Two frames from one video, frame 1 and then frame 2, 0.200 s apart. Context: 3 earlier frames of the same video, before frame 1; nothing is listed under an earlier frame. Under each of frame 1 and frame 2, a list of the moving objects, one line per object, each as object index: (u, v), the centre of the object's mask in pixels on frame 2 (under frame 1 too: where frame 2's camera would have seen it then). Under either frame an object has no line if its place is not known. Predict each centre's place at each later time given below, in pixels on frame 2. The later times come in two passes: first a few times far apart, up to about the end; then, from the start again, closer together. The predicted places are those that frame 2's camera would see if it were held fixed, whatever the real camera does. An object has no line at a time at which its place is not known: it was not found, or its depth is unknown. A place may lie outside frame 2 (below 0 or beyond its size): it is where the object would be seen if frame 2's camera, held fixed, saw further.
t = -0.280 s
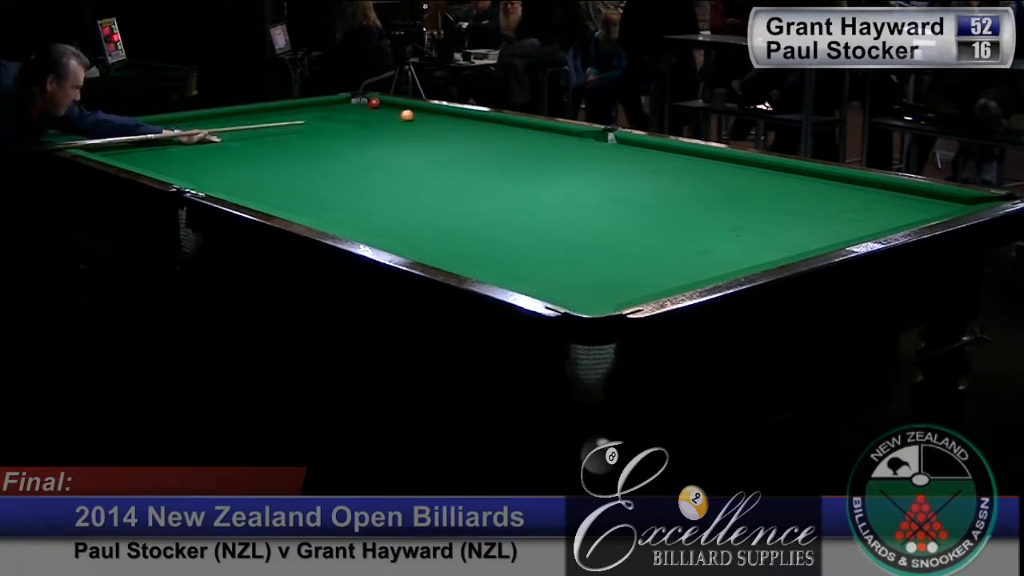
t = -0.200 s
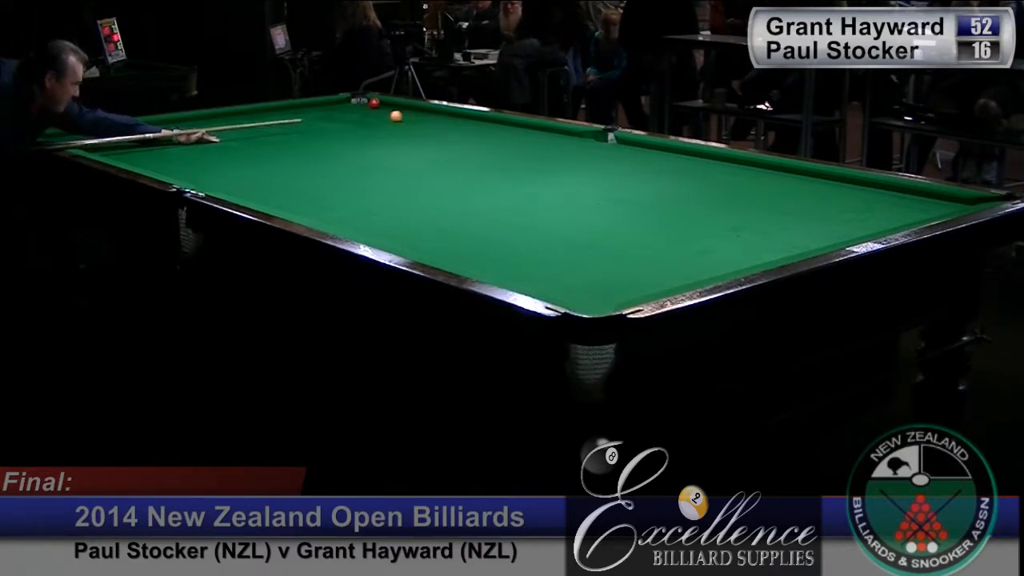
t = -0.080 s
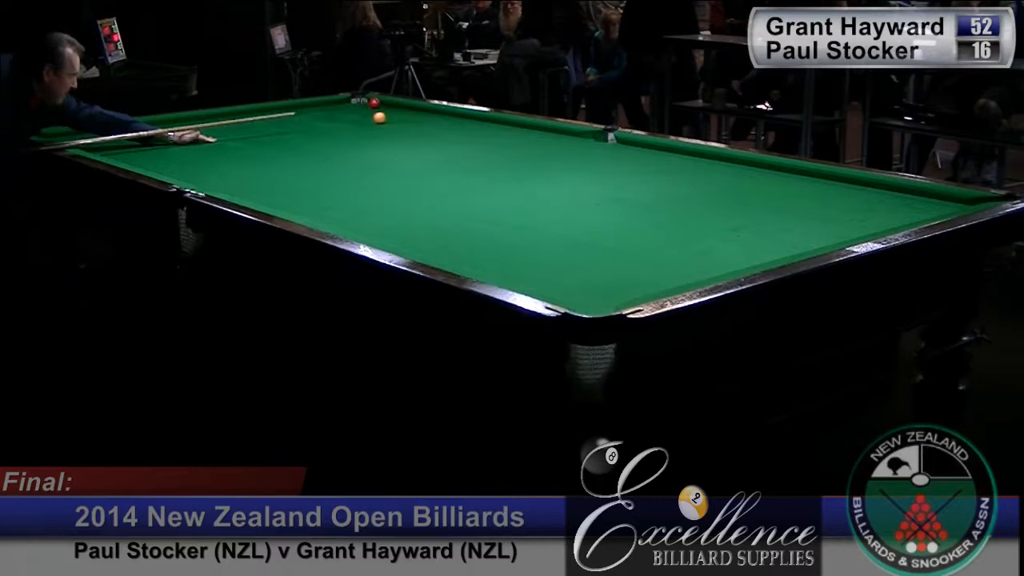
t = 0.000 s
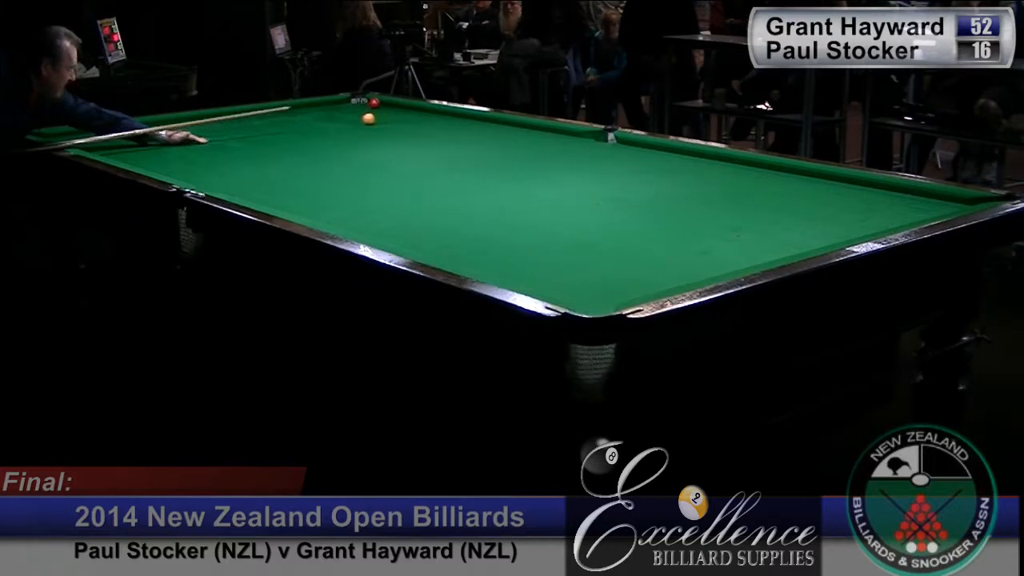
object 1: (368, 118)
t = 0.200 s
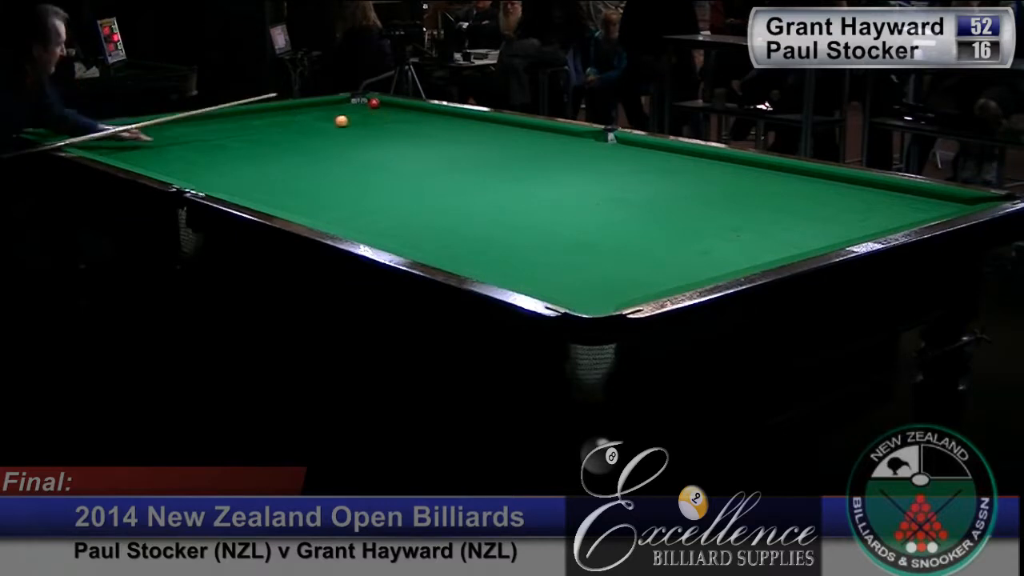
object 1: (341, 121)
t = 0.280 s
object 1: (330, 122)
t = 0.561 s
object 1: (293, 125)
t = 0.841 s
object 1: (258, 129)
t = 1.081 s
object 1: (228, 132)
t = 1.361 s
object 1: (195, 135)
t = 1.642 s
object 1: (164, 138)
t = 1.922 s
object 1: (133, 142)
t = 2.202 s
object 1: (104, 145)
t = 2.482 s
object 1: (77, 146)
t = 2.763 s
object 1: (85, 145)
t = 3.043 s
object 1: (95, 145)
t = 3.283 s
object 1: (103, 143)
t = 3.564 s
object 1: (111, 142)
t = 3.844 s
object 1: (117, 141)
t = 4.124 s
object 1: (121, 140)
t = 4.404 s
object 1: (123, 139)
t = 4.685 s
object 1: (124, 140)
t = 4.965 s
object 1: (124, 139)
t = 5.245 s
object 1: (124, 139)
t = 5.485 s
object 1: (124, 139)
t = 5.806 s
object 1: (124, 139)
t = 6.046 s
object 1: (124, 139)
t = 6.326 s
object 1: (124, 139)
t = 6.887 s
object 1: (124, 139)
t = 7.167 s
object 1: (124, 140)
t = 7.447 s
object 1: (124, 140)
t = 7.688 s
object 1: (124, 140)
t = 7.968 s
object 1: (124, 140)
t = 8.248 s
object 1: (125, 140)
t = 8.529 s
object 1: (124, 139)
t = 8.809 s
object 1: (124, 140)
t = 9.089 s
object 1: (124, 139)
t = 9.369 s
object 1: (124, 140)
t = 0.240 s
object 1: (336, 121)
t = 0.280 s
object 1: (330, 122)
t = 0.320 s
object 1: (325, 122)
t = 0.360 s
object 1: (320, 123)
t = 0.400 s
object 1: (314, 123)
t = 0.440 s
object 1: (309, 124)
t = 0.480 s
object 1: (304, 124)
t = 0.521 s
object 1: (299, 125)
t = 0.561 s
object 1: (293, 125)
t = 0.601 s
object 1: (288, 126)
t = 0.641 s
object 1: (283, 127)
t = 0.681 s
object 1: (278, 127)
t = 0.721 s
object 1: (273, 127)
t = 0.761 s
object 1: (268, 128)
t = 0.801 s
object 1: (263, 128)
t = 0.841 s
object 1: (258, 129)
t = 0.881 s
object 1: (253, 129)
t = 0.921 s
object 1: (248, 130)
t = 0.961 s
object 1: (243, 130)
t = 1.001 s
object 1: (238, 131)
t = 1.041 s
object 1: (233, 131)
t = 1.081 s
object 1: (228, 132)
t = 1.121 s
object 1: (224, 132)
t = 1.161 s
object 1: (219, 133)
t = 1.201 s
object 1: (214, 133)
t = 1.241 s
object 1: (209, 134)
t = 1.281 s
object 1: (204, 134)
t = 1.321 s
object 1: (200, 135)
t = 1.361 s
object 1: (195, 135)
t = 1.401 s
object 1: (190, 136)
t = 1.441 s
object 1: (186, 136)
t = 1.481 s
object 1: (181, 136)
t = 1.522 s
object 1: (177, 137)
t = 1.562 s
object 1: (172, 137)
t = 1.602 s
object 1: (168, 138)
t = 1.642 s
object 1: (164, 138)
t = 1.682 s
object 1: (159, 139)
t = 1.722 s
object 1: (154, 139)
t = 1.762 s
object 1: (150, 140)
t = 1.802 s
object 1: (146, 140)
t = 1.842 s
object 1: (141, 141)
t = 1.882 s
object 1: (137, 141)
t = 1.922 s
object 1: (133, 142)
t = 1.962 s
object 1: (129, 142)
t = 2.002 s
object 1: (124, 143)
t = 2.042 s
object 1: (120, 143)
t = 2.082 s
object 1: (116, 144)
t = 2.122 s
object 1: (112, 144)
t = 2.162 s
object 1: (108, 145)
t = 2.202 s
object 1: (104, 145)
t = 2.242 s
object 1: (100, 145)
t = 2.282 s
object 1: (96, 146)
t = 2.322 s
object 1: (92, 146)
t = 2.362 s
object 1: (89, 146)
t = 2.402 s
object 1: (85, 146)
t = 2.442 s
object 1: (81, 146)
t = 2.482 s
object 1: (77, 146)
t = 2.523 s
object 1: (75, 146)
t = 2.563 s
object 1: (77, 146)
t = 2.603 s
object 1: (78, 146)
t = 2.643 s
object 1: (80, 146)
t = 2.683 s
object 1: (82, 146)
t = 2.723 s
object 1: (83, 146)
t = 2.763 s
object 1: (85, 145)
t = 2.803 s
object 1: (86, 145)
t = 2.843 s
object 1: (87, 145)
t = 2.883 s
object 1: (89, 145)
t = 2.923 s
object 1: (91, 145)
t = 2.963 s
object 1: (93, 145)
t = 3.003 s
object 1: (94, 145)
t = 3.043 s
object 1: (95, 145)
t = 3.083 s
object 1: (97, 144)
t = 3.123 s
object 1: (98, 144)
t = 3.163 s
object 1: (99, 144)
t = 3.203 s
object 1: (100, 144)
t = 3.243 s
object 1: (102, 144)
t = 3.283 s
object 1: (103, 143)
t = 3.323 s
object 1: (104, 143)
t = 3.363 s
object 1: (105, 143)
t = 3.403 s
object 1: (107, 143)
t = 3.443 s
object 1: (107, 143)
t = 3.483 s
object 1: (108, 143)
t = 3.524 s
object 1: (109, 143)
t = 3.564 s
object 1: (111, 142)
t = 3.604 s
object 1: (112, 142)
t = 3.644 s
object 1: (113, 142)
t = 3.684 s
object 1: (114, 141)
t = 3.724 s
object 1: (115, 141)
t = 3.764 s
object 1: (115, 141)
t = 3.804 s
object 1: (116, 141)
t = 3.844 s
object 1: (117, 141)
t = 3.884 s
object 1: (118, 141)
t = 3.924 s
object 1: (118, 141)
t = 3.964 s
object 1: (119, 141)
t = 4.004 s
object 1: (120, 140)
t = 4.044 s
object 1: (120, 140)
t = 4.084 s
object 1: (120, 140)
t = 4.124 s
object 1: (121, 140)
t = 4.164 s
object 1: (122, 140)
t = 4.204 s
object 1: (122, 140)
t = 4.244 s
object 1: (122, 140)
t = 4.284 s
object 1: (123, 140)
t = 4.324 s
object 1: (123, 140)
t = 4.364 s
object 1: (123, 140)
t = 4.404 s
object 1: (123, 139)
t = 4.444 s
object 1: (124, 139)
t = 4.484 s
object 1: (124, 140)
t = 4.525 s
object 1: (124, 139)
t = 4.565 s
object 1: (124, 139)
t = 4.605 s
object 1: (124, 139)
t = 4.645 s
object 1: (124, 139)
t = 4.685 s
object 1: (124, 140)
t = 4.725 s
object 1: (124, 139)
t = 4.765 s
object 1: (124, 139)
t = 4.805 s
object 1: (124, 139)
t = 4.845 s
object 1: (124, 139)
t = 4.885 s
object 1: (124, 139)
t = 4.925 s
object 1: (124, 139)
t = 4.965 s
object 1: (124, 139)
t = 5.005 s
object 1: (124, 139)
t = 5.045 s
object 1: (124, 139)
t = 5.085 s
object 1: (124, 139)
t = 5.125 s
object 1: (124, 139)
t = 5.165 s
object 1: (124, 139)
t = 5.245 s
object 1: (124, 139)
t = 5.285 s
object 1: (124, 139)
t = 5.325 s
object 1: (124, 139)
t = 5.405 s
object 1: (124, 139)
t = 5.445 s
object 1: (124, 139)
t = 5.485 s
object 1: (124, 139)
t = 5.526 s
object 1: (124, 139)
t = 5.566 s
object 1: (124, 139)
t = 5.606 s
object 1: (124, 139)
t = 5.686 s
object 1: (124, 139)
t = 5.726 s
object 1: (124, 139)
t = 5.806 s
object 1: (124, 139)
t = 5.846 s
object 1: (124, 139)
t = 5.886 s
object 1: (124, 139)
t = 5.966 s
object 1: (124, 139)
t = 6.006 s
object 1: (124, 139)
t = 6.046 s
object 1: (124, 139)
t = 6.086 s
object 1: (124, 139)
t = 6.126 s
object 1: (124, 139)
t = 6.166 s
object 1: (124, 139)
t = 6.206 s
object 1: (124, 139)
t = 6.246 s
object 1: (124, 139)
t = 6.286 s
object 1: (124, 139)
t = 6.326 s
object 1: (124, 139)
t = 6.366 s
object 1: (124, 139)
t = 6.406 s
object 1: (124, 139)
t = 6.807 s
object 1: (124, 139)
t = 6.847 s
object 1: (124, 139)
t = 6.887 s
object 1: (124, 139)
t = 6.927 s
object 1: (124, 140)
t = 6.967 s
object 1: (124, 140)
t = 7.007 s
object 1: (124, 140)
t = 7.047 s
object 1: (124, 140)
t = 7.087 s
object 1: (124, 140)
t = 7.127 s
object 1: (124, 140)
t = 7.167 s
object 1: (124, 140)
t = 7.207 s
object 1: (124, 139)
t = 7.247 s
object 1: (124, 140)
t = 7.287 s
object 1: (124, 140)
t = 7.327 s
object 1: (124, 140)
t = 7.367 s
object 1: (124, 140)
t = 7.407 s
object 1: (124, 140)
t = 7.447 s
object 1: (124, 140)
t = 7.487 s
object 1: (124, 140)
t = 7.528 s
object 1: (124, 140)
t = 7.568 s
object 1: (124, 140)
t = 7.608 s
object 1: (124, 140)
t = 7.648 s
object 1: (124, 140)
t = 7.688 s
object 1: (124, 140)
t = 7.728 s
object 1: (124, 140)
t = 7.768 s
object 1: (124, 140)
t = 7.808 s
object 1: (124, 140)
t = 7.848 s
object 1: (124, 140)
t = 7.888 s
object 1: (124, 140)
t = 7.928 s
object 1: (124, 140)
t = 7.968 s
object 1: (124, 140)
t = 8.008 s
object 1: (124, 140)
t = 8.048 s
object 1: (124, 140)
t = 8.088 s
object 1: (124, 140)
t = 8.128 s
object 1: (124, 140)
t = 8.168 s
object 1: (124, 140)
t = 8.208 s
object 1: (124, 140)
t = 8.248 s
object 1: (125, 140)
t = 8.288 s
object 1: (124, 140)
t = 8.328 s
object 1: (124, 140)
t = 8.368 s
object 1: (124, 139)
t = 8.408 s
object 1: (124, 139)
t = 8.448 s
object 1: (124, 139)
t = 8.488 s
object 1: (124, 139)
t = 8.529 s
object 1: (124, 139)
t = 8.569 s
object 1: (124, 139)
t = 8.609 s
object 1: (124, 139)
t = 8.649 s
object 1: (124, 140)
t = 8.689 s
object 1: (124, 140)
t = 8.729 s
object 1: (124, 140)
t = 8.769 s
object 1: (124, 140)
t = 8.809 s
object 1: (124, 140)
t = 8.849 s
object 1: (124, 140)
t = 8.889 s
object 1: (124, 139)
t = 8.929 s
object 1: (125, 139)
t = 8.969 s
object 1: (124, 139)
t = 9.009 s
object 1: (124, 139)
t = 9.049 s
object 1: (124, 139)
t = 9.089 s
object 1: (124, 139)
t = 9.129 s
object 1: (124, 139)
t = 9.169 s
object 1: (124, 139)
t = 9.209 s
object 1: (124, 140)
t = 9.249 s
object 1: (124, 140)
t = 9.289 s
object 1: (124, 140)
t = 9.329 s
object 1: (124, 139)
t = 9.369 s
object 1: (124, 140)
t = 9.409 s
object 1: (124, 139)
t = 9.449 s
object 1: (124, 139)
